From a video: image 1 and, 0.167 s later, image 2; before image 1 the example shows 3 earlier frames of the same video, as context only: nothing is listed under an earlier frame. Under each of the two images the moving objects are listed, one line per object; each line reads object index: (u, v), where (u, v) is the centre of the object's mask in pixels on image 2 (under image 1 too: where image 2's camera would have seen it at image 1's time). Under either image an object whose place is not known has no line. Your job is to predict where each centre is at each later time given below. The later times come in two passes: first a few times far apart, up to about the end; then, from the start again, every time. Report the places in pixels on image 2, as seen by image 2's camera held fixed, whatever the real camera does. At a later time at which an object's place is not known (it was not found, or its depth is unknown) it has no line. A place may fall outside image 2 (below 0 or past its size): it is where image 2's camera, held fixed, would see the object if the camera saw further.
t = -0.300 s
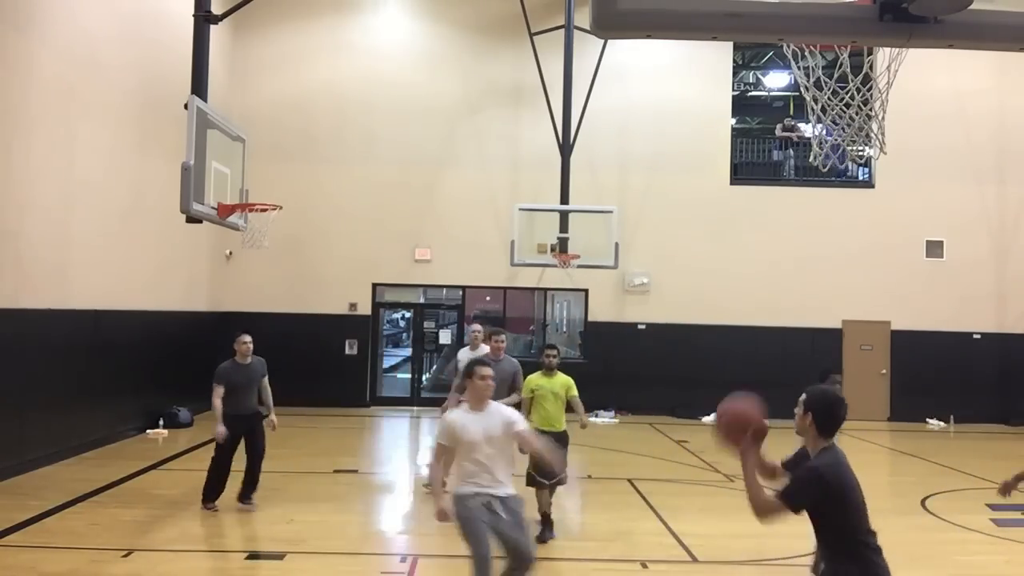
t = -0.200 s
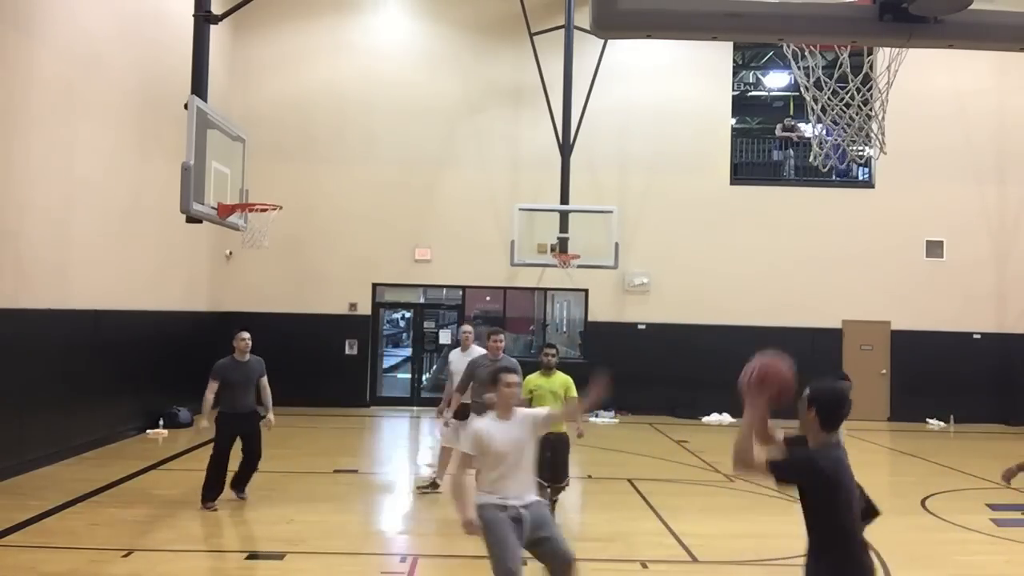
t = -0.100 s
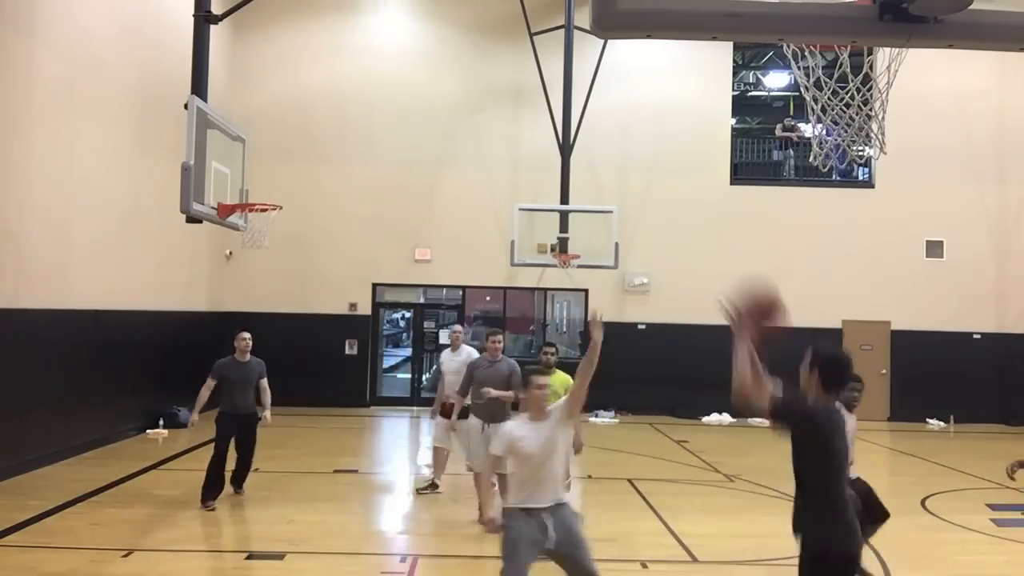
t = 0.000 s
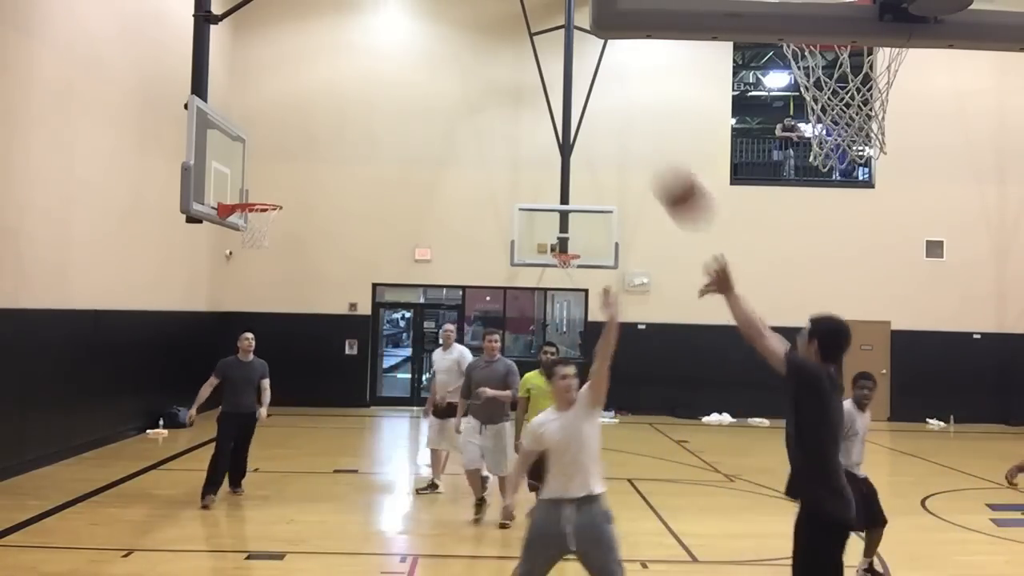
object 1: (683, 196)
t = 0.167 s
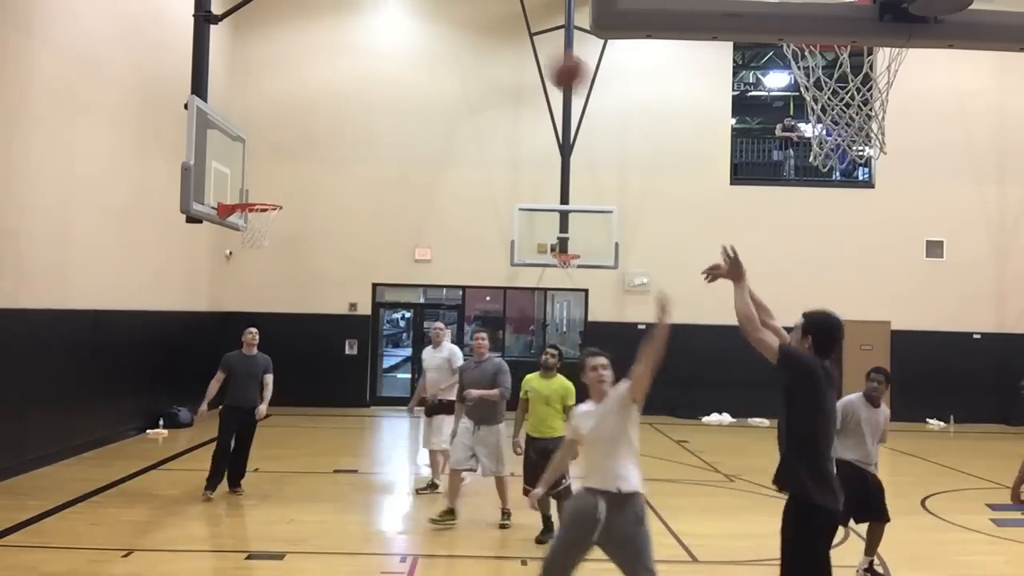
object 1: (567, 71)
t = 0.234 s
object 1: (528, 43)
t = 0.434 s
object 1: (434, 10)
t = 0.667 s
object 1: (349, 33)
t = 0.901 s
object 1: (282, 108)
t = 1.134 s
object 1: (232, 178)
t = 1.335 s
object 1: (259, 142)
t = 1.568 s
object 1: (295, 148)
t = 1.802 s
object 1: (327, 201)
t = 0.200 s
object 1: (550, 55)
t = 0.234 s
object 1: (528, 43)
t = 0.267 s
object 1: (511, 33)
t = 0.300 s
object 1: (494, 24)
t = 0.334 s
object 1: (478, 18)
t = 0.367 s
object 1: (462, 13)
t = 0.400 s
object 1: (448, 11)
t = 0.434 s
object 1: (434, 10)
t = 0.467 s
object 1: (421, 10)
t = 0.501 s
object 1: (408, 11)
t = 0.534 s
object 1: (395, 12)
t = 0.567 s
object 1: (383, 15)
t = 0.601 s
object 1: (371, 20)
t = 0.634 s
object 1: (360, 26)
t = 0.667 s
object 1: (349, 33)
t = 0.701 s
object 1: (339, 41)
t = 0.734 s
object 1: (328, 50)
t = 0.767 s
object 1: (318, 60)
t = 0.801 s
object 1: (309, 71)
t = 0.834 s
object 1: (300, 83)
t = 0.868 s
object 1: (291, 95)
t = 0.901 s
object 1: (282, 108)
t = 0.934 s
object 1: (274, 122)
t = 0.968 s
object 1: (265, 136)
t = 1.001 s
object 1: (258, 151)
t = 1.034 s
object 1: (251, 167)
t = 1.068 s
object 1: (242, 183)
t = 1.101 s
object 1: (236, 189)
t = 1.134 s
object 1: (232, 178)
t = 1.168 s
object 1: (231, 168)
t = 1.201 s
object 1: (237, 161)
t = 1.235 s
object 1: (242, 155)
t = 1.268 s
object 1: (248, 150)
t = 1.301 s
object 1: (254, 145)
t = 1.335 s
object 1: (259, 142)
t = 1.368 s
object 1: (264, 140)
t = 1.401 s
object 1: (269, 139)
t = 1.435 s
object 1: (275, 139)
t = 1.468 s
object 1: (280, 140)
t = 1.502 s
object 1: (285, 142)
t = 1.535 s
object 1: (290, 145)
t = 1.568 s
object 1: (295, 148)
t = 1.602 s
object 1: (300, 153)
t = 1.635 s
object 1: (305, 159)
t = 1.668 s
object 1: (309, 166)
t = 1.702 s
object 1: (314, 173)
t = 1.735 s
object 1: (319, 181)
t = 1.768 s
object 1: (323, 191)
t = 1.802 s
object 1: (327, 201)
